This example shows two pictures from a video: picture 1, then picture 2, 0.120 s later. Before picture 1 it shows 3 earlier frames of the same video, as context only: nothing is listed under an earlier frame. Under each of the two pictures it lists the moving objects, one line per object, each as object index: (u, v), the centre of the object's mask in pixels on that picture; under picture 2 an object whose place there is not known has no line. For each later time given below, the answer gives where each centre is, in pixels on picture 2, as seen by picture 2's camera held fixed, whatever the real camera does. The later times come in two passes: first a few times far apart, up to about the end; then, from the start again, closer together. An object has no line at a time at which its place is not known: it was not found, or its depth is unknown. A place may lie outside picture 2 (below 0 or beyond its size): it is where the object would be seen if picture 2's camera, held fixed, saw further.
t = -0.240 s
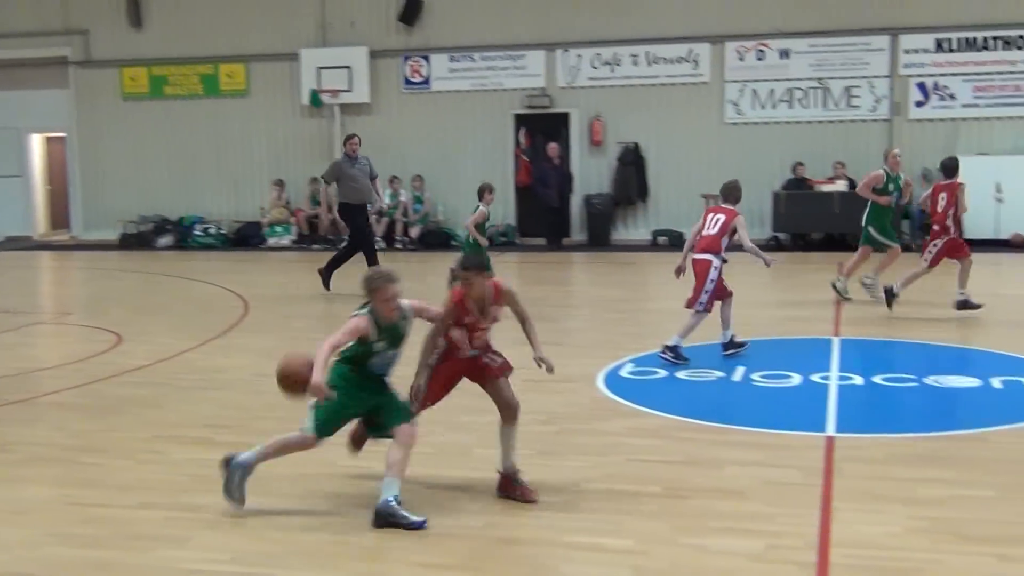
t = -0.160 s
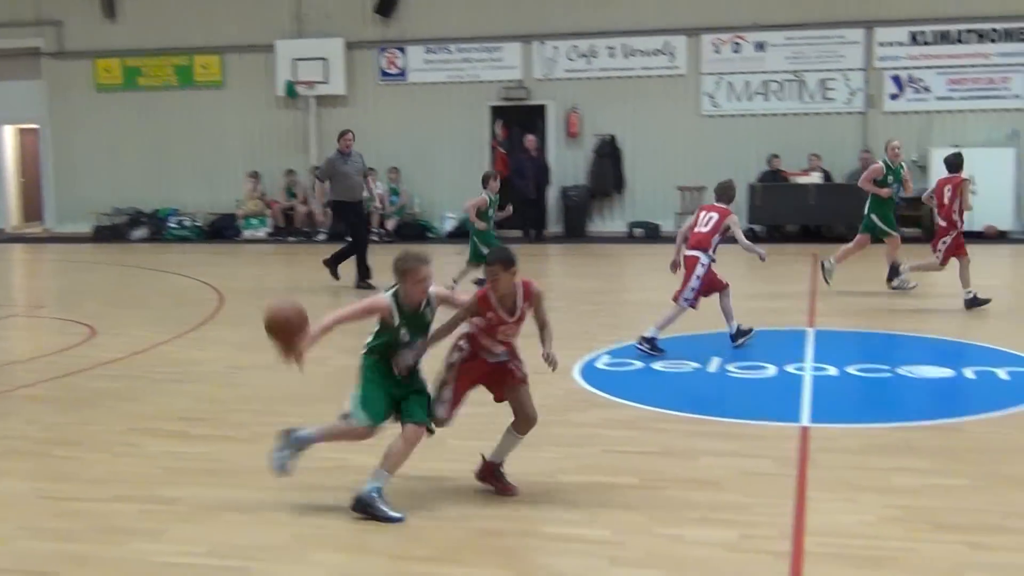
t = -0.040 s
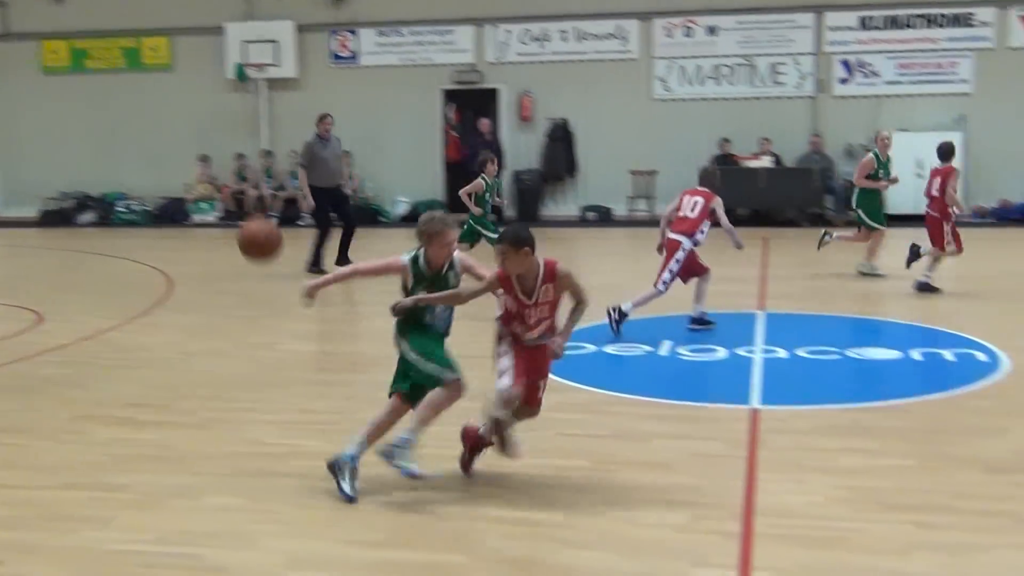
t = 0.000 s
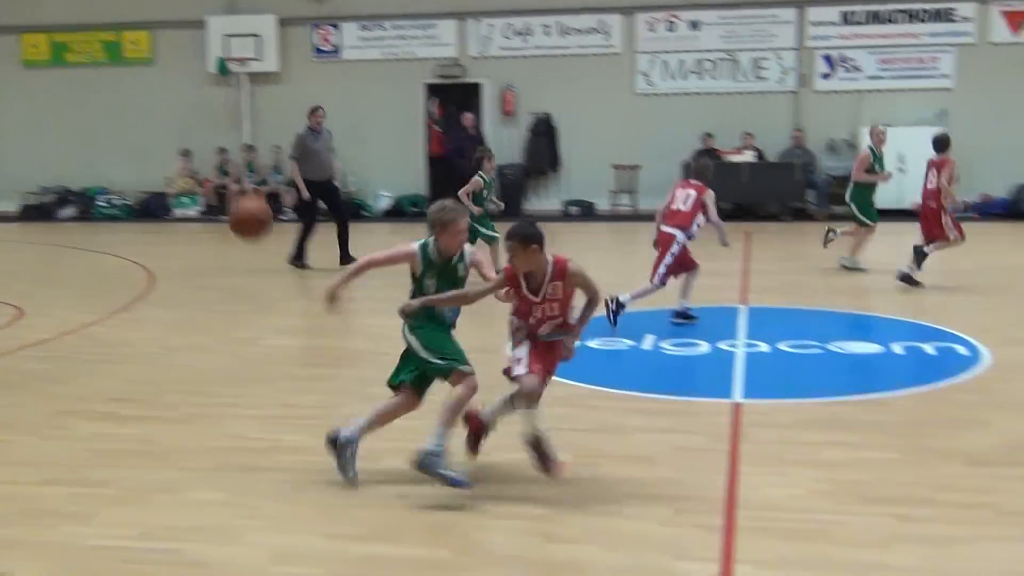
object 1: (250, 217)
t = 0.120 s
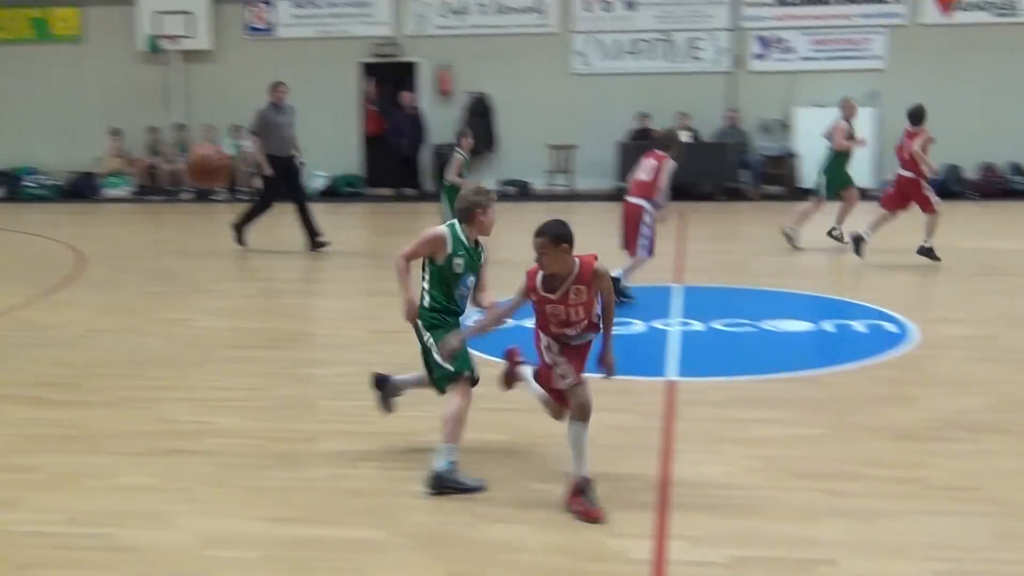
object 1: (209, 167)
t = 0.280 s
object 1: (244, 167)
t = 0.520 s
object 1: (303, 255)
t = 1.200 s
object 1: (420, 268)
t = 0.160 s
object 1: (216, 163)
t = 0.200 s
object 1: (224, 161)
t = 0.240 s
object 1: (234, 163)
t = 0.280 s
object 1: (244, 167)
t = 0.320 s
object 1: (252, 174)
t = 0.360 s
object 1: (264, 185)
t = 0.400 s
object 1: (274, 197)
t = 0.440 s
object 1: (283, 214)
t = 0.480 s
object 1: (293, 234)
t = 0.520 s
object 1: (303, 255)
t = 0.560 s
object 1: (313, 278)
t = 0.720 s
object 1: (341, 401)
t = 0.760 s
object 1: (350, 408)
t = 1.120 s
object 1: (406, 269)
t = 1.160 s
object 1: (413, 267)
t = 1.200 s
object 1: (420, 268)
